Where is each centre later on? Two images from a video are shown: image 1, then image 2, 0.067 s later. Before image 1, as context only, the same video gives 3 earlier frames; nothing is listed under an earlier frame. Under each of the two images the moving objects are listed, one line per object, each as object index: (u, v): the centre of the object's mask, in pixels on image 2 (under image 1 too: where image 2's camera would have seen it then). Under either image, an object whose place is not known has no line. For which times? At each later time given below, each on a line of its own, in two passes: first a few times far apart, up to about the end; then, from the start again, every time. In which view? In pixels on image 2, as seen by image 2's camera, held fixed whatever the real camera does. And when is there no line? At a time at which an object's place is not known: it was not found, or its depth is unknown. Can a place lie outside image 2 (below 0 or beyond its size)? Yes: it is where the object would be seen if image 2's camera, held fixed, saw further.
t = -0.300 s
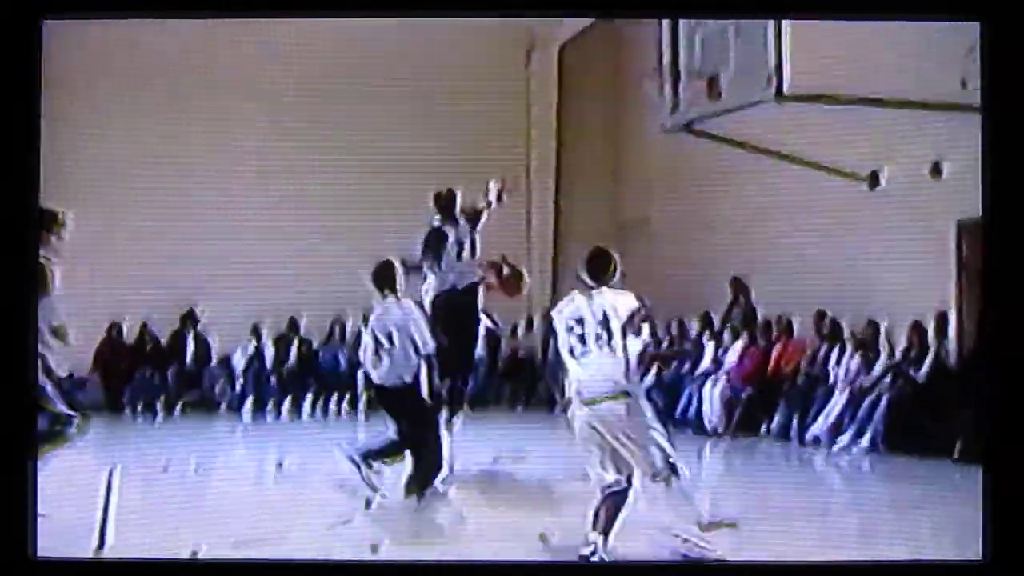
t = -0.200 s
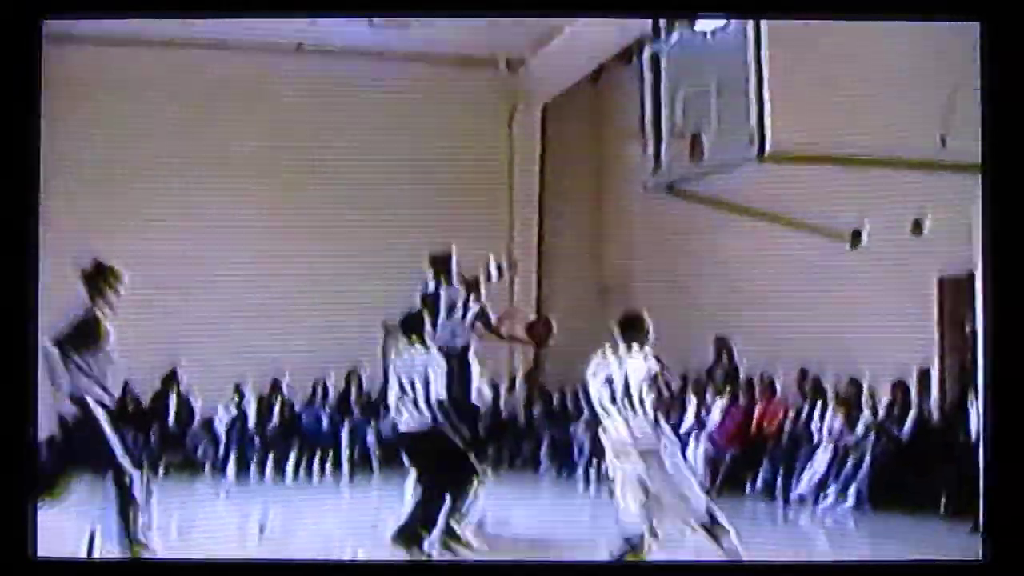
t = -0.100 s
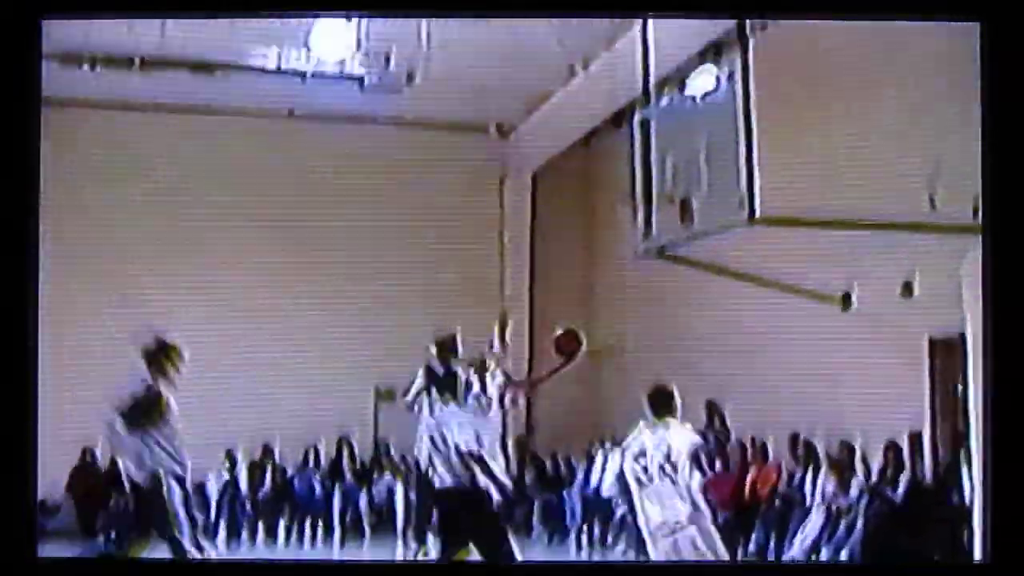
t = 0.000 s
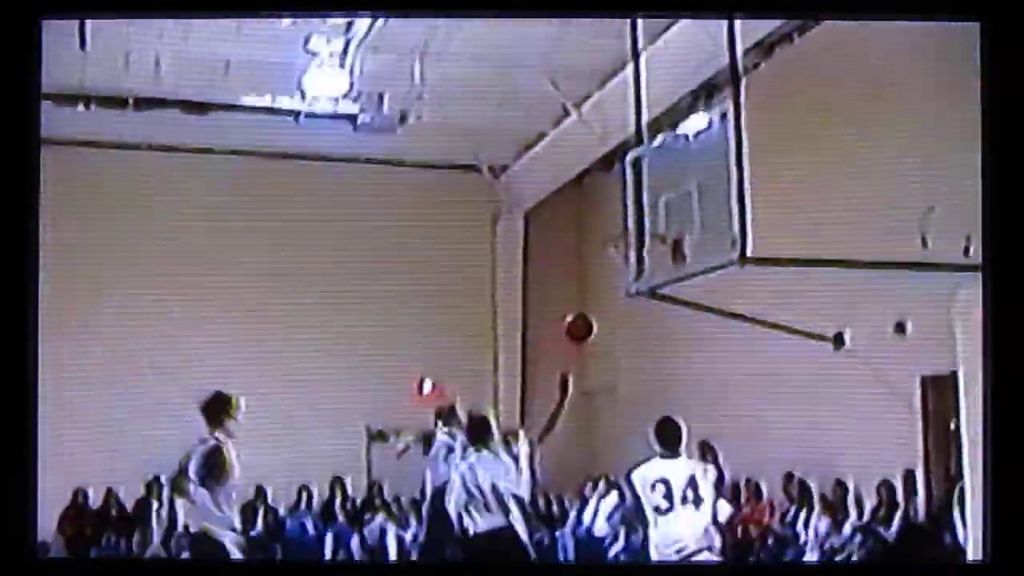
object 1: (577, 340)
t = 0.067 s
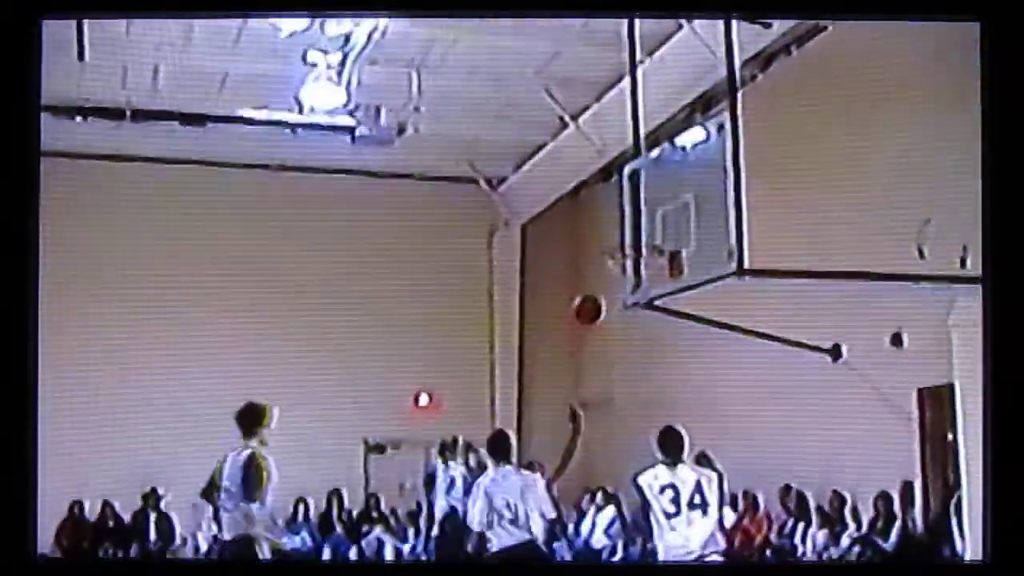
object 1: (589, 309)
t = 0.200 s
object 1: (608, 269)
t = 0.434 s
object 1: (654, 234)
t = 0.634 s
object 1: (646, 251)
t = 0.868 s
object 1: (629, 315)
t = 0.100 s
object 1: (594, 296)
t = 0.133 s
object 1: (601, 283)
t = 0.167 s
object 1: (605, 276)
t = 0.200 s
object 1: (608, 269)
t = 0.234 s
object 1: (618, 256)
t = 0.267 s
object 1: (621, 249)
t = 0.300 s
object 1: (627, 245)
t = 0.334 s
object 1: (637, 241)
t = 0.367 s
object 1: (644, 237)
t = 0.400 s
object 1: (648, 237)
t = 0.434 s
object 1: (654, 234)
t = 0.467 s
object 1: (652, 233)
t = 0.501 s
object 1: (651, 233)
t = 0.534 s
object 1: (647, 238)
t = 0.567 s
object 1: (647, 241)
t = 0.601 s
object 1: (647, 246)
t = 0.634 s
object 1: (646, 251)
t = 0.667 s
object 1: (647, 258)
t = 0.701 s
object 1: (648, 265)
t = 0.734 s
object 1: (642, 280)
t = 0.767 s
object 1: (636, 284)
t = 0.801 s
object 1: (633, 295)
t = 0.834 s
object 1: (630, 306)
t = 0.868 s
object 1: (629, 315)
